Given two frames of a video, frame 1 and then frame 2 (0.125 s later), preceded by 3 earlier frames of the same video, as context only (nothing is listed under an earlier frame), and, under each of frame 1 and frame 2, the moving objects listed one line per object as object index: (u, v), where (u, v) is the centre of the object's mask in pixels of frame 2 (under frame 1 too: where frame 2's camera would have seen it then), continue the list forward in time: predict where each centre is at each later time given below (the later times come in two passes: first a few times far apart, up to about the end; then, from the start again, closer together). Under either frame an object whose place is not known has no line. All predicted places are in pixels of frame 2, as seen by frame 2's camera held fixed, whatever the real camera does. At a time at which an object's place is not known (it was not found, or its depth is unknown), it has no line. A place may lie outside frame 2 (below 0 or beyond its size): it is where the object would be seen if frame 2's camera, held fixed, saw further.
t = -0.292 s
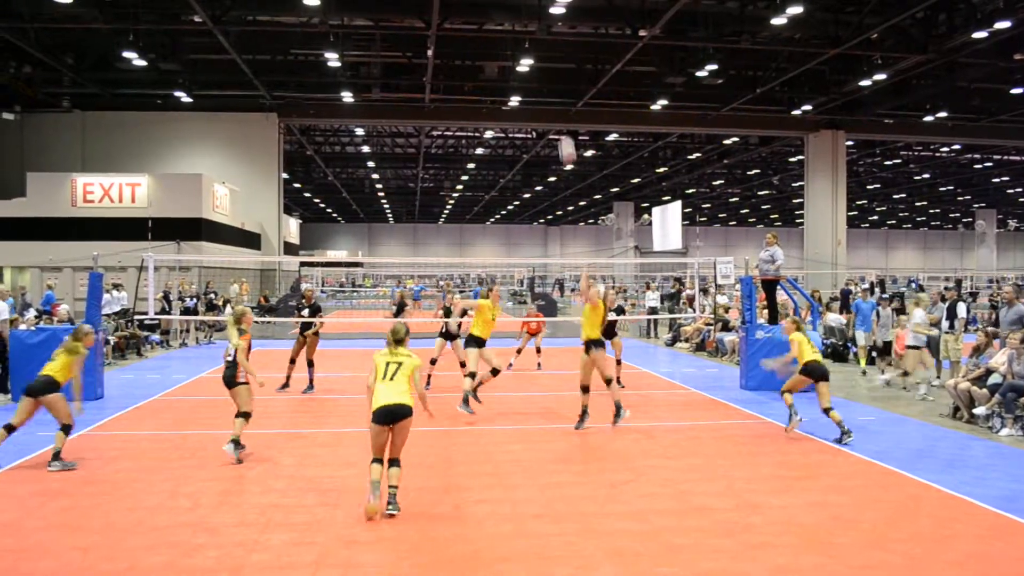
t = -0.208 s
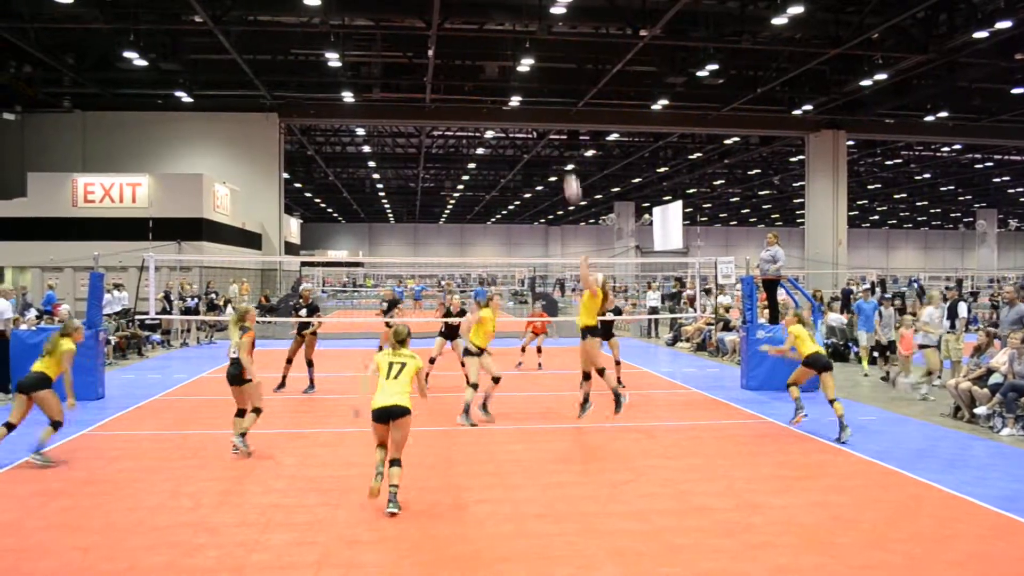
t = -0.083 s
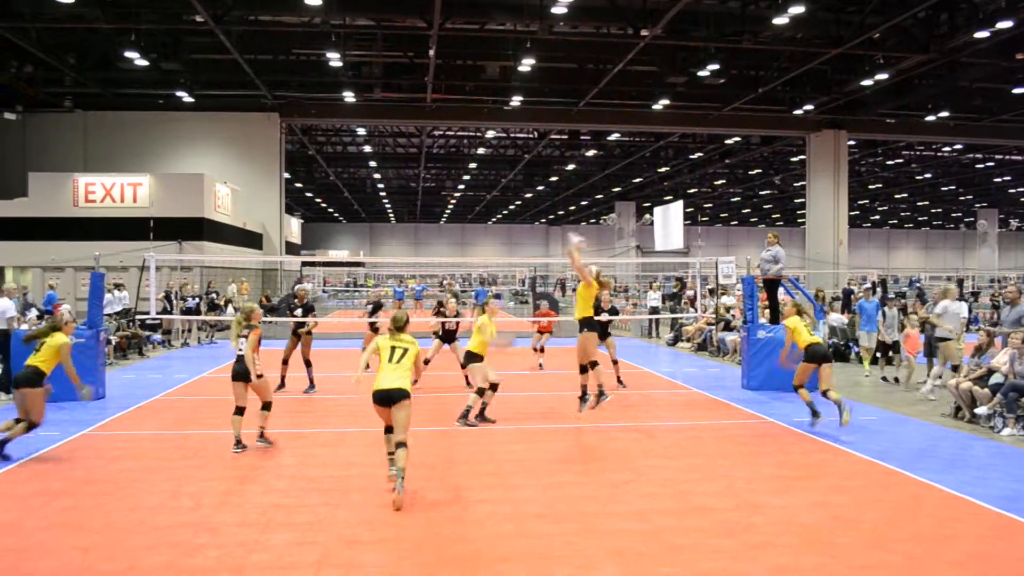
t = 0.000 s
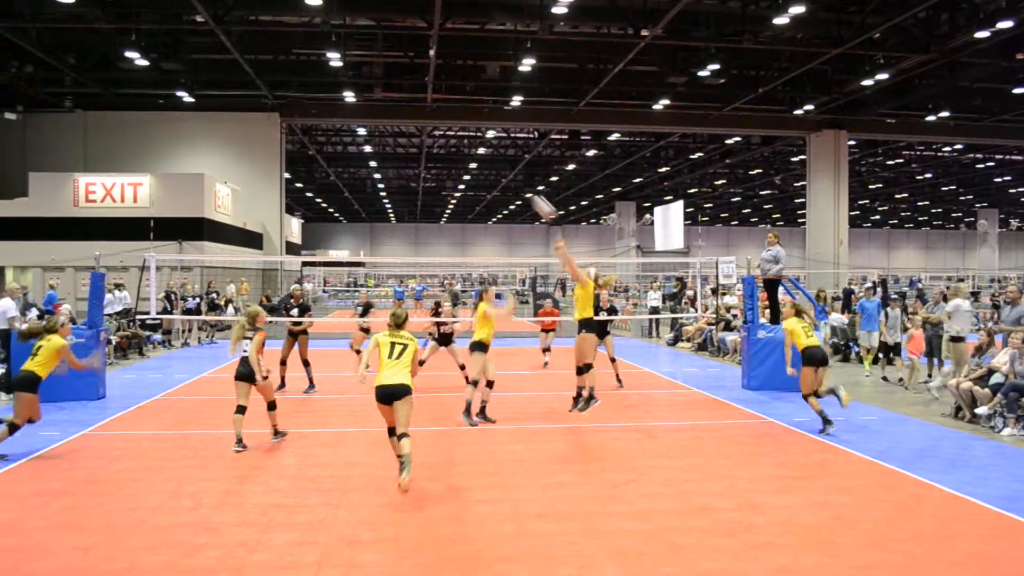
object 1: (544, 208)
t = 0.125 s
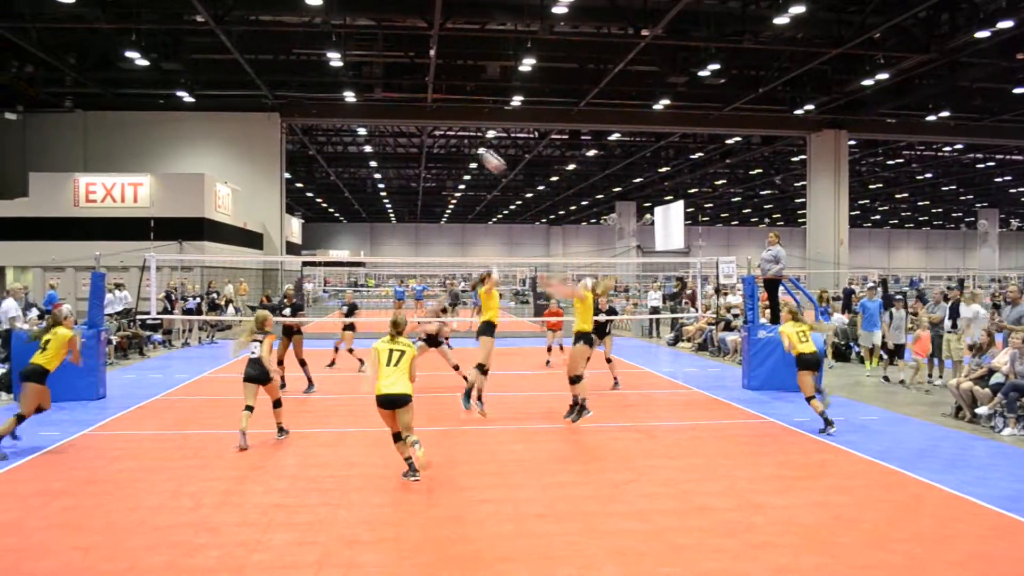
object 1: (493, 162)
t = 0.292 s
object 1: (429, 122)
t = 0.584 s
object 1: (325, 102)
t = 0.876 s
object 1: (231, 142)
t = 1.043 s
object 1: (181, 193)
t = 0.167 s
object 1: (476, 149)
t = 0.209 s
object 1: (461, 139)
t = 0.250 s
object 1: (445, 130)
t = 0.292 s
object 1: (429, 122)
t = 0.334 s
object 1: (413, 115)
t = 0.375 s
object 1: (398, 109)
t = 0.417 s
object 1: (383, 105)
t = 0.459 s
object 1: (369, 102)
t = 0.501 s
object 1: (354, 102)
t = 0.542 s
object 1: (338, 102)
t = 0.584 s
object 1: (325, 102)
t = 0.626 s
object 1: (311, 105)
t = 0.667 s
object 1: (297, 109)
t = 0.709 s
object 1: (283, 113)
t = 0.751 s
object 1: (270, 119)
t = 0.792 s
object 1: (257, 126)
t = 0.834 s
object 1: (244, 133)
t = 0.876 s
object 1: (231, 142)
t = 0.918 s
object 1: (219, 154)
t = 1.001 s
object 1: (192, 178)
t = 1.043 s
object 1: (181, 193)
